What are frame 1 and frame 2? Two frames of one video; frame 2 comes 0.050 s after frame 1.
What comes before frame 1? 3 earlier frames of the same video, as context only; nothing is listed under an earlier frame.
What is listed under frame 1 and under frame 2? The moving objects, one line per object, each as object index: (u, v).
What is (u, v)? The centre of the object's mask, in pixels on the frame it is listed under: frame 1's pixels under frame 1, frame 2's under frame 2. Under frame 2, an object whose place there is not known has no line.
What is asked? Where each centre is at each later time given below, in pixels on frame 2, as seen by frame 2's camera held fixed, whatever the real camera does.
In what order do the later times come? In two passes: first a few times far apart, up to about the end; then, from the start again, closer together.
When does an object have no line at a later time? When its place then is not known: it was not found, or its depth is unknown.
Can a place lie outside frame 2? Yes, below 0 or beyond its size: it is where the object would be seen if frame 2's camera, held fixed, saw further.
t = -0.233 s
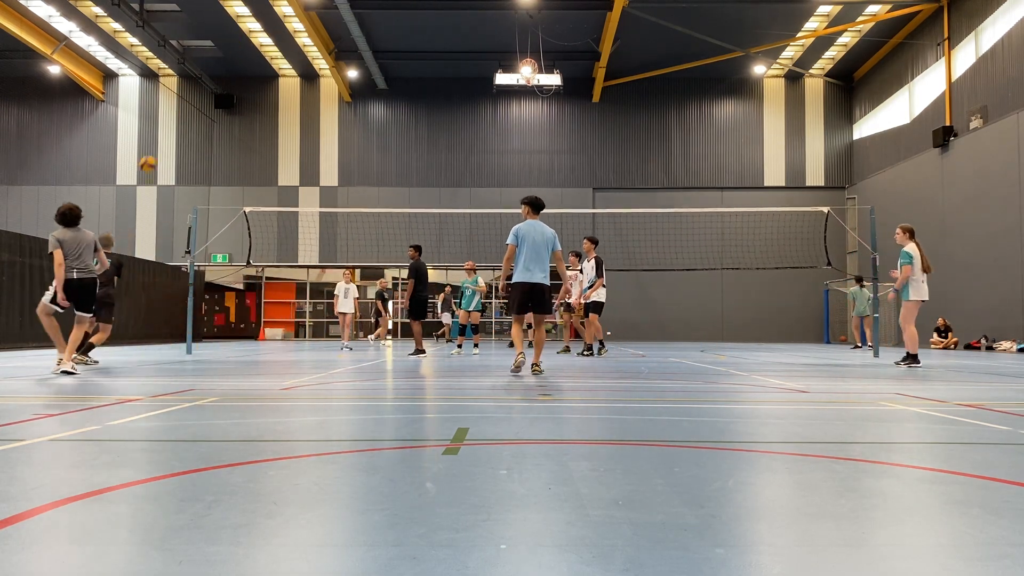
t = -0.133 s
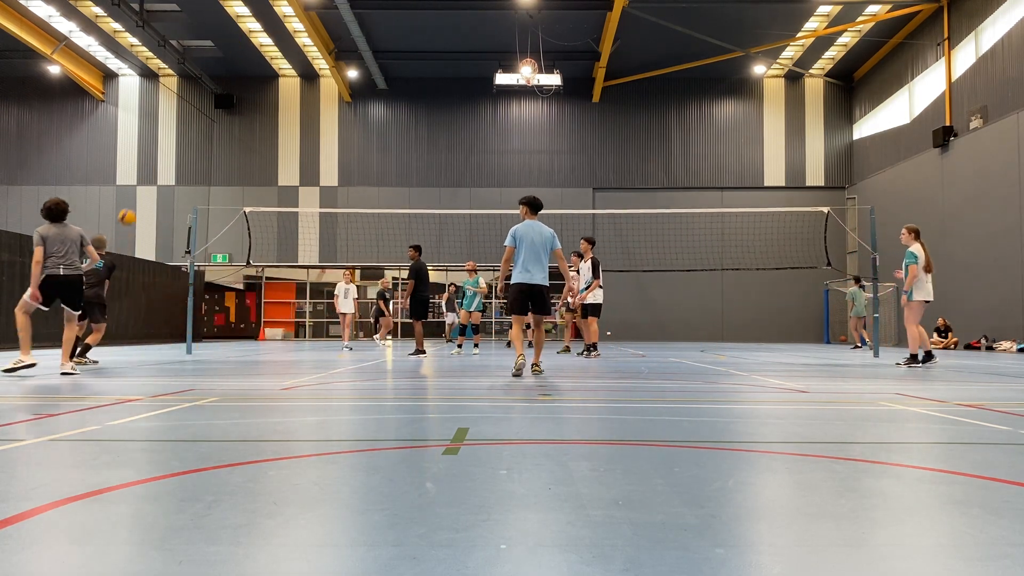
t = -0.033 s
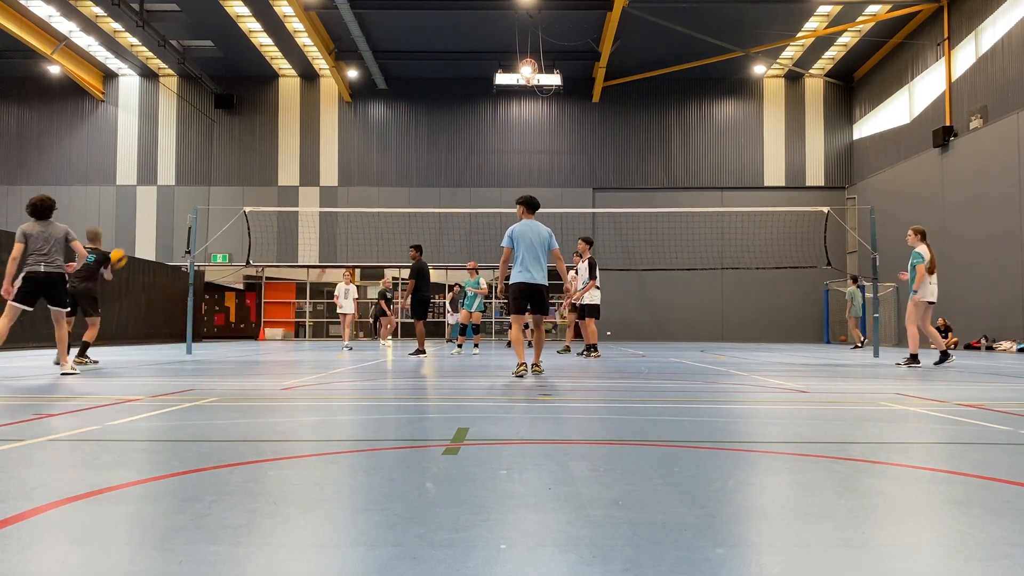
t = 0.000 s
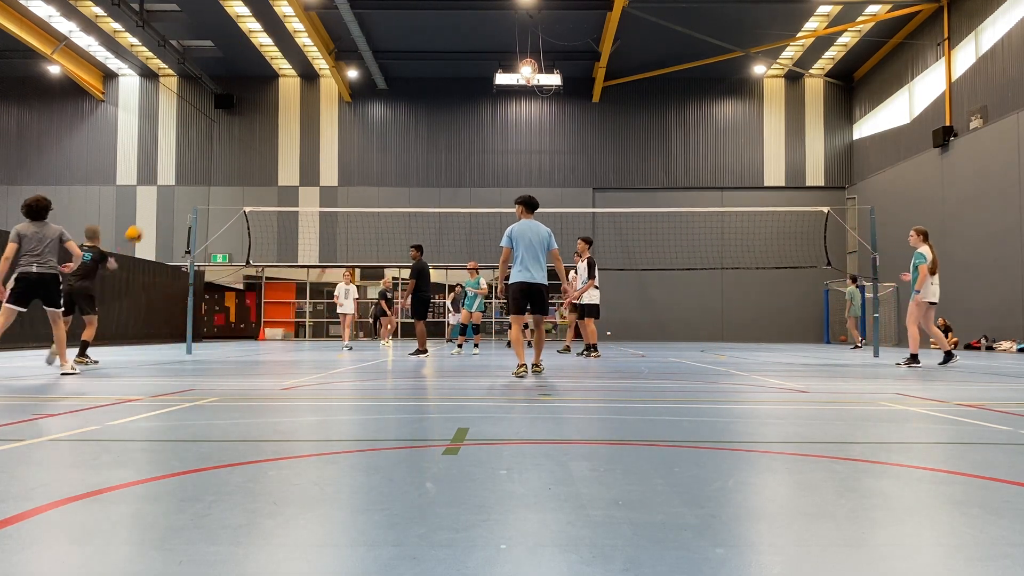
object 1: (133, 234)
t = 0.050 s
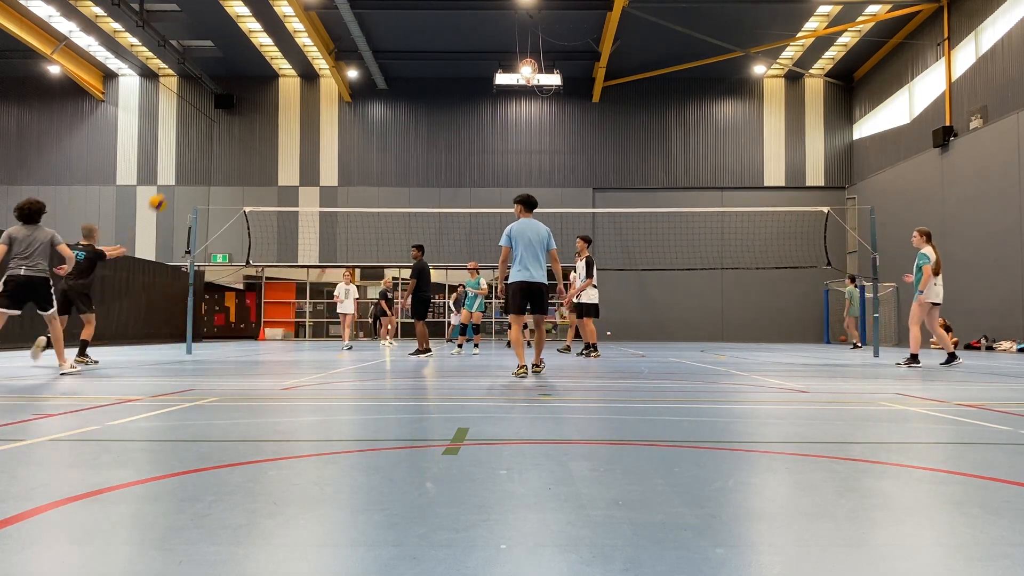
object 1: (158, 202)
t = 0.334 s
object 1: (282, 70)
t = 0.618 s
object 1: (394, 13)
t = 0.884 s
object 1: (486, 15)
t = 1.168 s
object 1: (575, 66)
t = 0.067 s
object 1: (165, 192)
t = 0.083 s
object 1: (173, 183)
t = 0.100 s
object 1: (181, 172)
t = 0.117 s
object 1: (189, 163)
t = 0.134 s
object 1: (196, 154)
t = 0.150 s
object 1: (204, 146)
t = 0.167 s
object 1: (211, 138)
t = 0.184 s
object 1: (219, 130)
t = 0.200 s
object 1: (227, 122)
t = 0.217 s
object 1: (233, 115)
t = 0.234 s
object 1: (241, 108)
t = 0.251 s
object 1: (248, 101)
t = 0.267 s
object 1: (255, 95)
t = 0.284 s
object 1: (262, 88)
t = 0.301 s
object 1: (270, 82)
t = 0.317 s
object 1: (275, 76)
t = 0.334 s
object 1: (282, 70)
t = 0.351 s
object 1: (291, 65)
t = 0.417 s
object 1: (318, 45)
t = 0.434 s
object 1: (326, 43)
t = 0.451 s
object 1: (331, 40)
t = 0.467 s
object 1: (337, 35)
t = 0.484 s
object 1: (344, 32)
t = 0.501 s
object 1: (351, 29)
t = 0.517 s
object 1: (357, 26)
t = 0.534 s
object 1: (363, 23)
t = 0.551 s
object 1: (370, 21)
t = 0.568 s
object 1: (376, 19)
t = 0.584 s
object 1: (382, 17)
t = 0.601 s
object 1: (388, 15)
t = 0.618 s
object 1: (394, 13)
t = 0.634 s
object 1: (400, 12)
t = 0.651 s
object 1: (406, 11)
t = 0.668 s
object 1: (412, 9)
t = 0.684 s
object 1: (418, 9)
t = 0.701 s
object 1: (424, 8)
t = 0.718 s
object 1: (430, 8)
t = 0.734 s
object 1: (436, 8)
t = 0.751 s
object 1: (442, 8)
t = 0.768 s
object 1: (447, 8)
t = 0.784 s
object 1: (453, 8)
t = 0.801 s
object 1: (459, 9)
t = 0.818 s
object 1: (464, 10)
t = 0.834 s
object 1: (470, 11)
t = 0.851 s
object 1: (475, 12)
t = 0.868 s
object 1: (481, 13)
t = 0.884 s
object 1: (486, 15)
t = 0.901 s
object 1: (492, 17)
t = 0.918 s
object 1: (497, 18)
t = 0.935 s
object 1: (503, 21)
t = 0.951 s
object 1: (508, 23)
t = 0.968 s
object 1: (513, 25)
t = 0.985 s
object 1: (519, 28)
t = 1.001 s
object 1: (524, 30)
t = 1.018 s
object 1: (529, 33)
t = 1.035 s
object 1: (534, 36)
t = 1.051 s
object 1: (539, 39)
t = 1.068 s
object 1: (545, 42)
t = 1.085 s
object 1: (549, 46)
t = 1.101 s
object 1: (554, 50)
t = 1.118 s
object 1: (559, 54)
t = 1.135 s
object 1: (565, 58)
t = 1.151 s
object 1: (570, 62)
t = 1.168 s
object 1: (575, 66)
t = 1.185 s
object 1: (580, 71)
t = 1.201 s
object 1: (584, 76)
